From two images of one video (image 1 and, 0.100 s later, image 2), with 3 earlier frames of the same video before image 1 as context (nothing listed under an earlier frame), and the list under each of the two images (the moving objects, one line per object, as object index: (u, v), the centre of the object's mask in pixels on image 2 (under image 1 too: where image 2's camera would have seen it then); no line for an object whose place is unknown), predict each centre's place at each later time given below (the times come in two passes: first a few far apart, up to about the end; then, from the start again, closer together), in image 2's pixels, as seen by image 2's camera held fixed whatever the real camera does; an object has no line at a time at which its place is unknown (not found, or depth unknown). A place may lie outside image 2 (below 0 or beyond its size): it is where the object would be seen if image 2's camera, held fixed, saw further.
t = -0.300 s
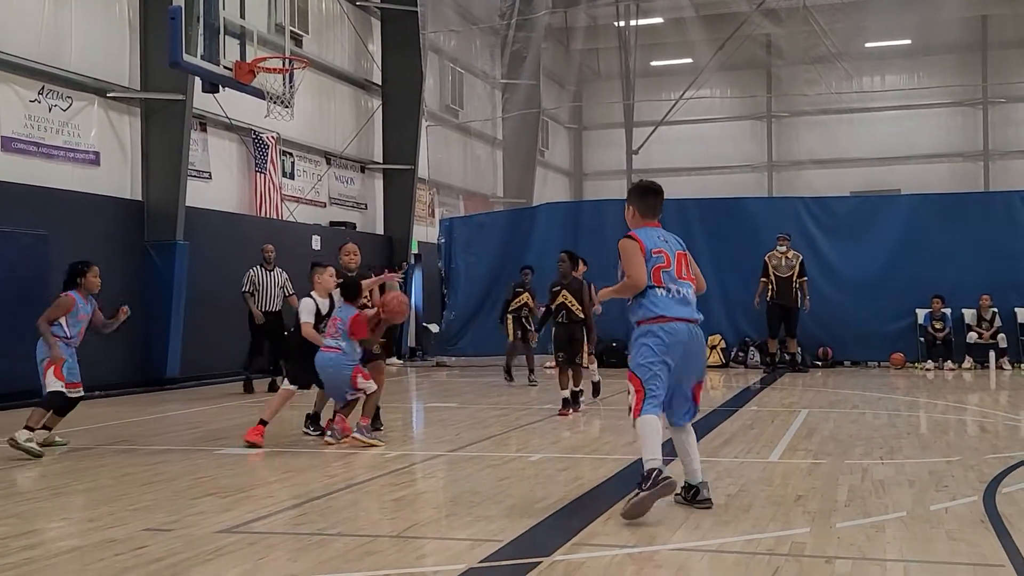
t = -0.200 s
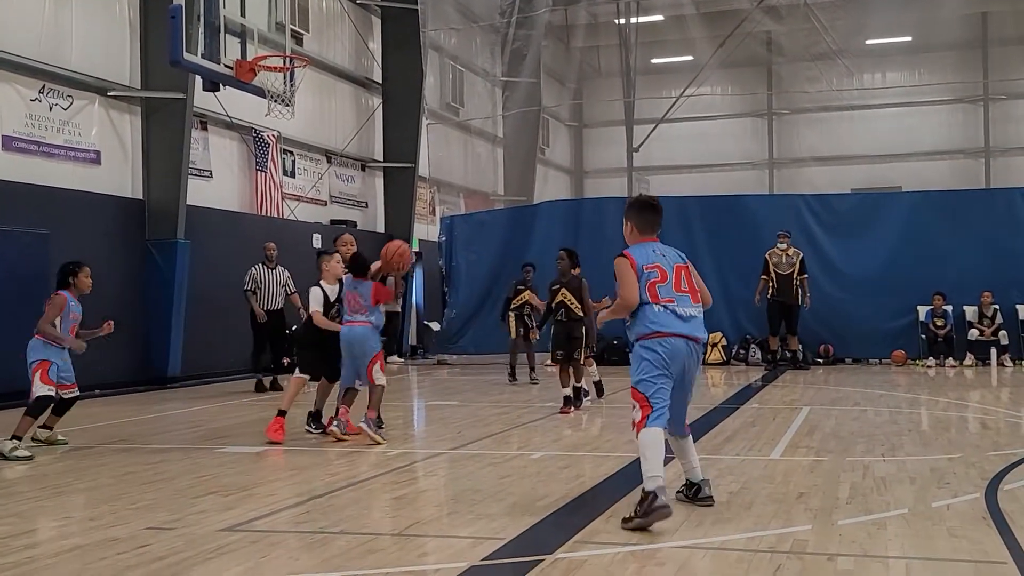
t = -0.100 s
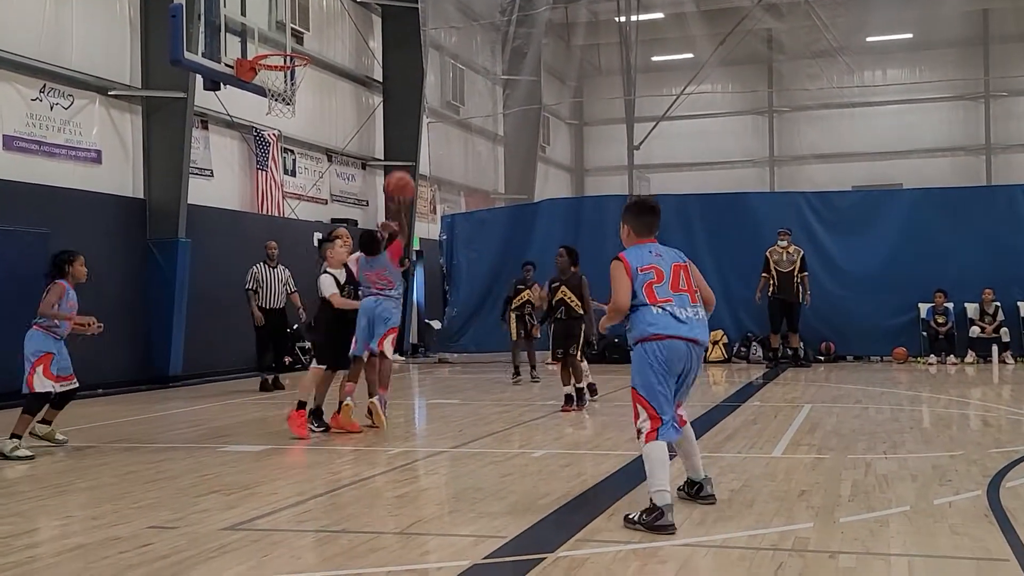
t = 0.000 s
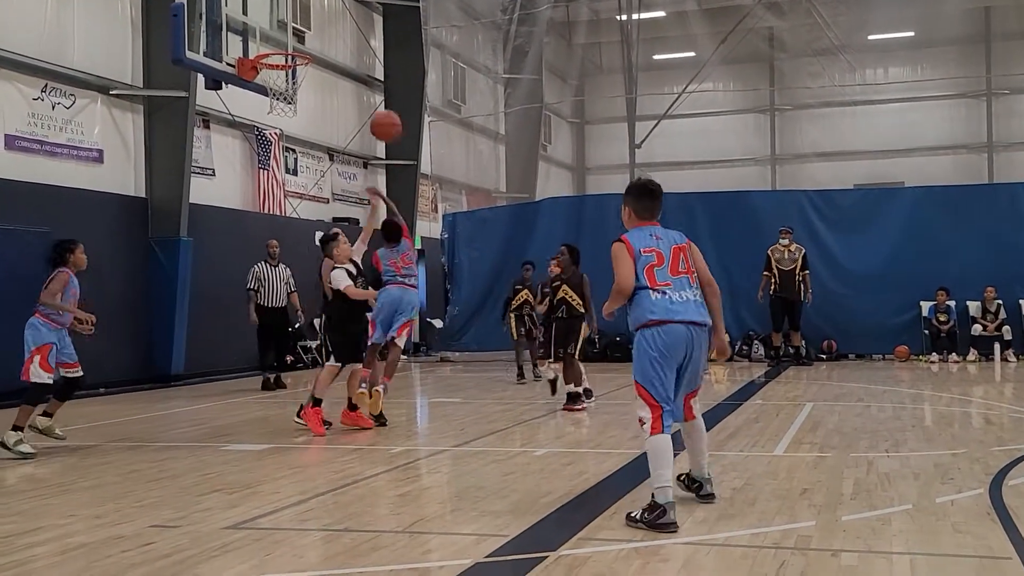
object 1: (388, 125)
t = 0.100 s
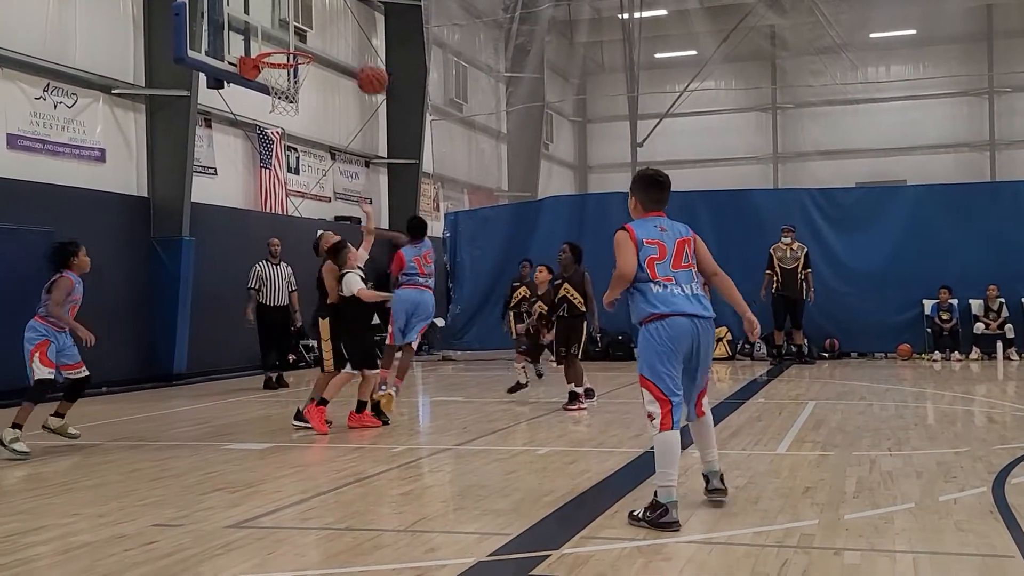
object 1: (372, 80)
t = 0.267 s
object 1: (349, 34)
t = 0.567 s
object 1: (314, 43)
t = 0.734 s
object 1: (338, 77)
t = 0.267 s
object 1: (349, 34)
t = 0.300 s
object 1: (345, 30)
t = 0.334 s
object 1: (341, 27)
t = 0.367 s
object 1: (337, 25)
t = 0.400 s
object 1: (333, 25)
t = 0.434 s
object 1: (329, 26)
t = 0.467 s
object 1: (325, 28)
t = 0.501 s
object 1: (321, 32)
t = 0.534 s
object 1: (317, 37)
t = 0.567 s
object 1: (314, 43)
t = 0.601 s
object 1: (311, 50)
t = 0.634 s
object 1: (317, 55)
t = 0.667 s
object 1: (324, 62)
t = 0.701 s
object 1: (330, 69)
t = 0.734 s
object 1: (338, 77)
